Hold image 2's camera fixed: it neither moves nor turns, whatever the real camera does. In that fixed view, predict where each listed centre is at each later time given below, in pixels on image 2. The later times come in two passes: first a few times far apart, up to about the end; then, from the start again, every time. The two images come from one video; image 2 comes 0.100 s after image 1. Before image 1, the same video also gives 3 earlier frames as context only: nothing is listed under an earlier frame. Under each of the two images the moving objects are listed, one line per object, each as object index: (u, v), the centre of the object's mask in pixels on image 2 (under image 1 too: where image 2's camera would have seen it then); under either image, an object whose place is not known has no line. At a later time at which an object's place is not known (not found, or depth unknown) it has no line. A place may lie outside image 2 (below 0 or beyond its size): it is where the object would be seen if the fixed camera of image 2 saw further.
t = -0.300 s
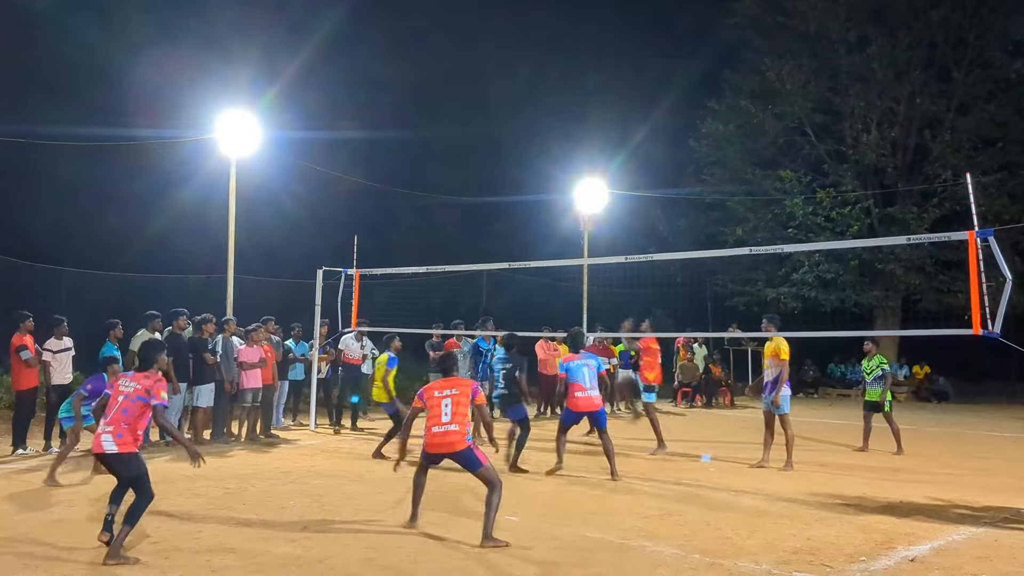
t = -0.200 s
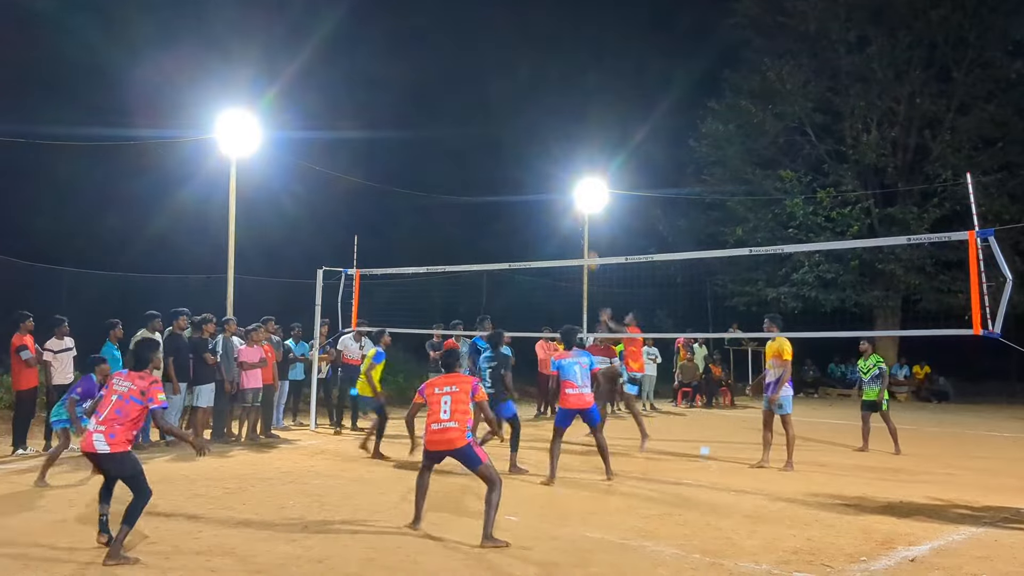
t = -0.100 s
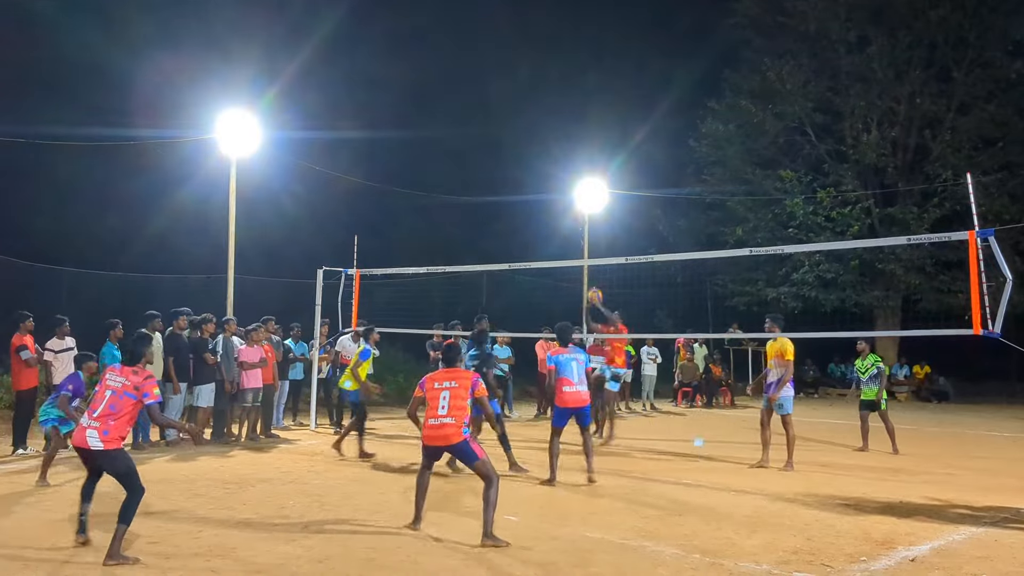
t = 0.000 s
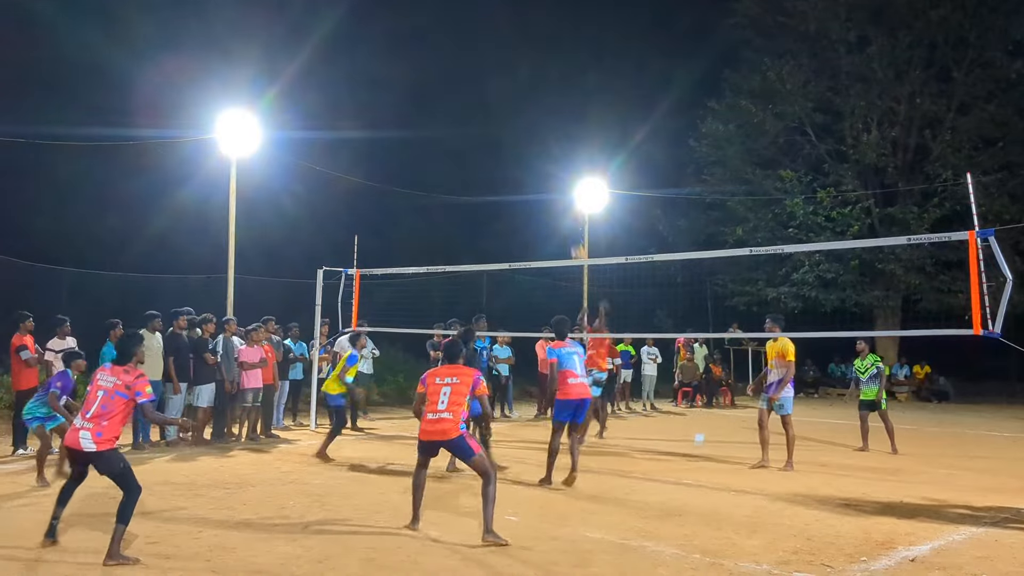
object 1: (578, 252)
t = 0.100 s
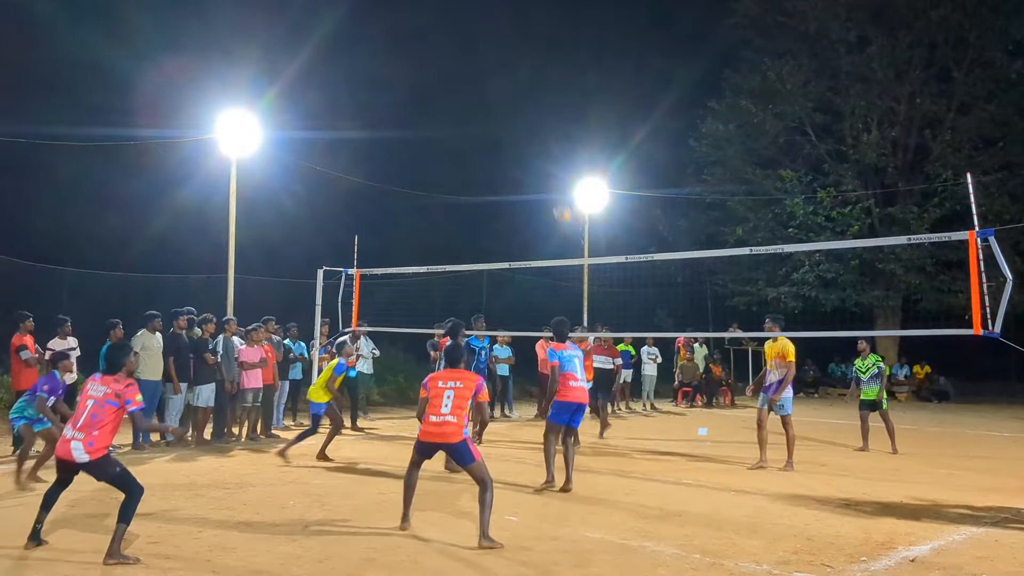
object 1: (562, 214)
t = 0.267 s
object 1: (529, 156)
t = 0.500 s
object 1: (471, 103)
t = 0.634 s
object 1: (431, 91)
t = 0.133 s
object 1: (556, 201)
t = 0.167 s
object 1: (549, 189)
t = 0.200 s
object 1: (543, 178)
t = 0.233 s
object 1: (536, 166)
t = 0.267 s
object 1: (529, 156)
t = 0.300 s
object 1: (521, 146)
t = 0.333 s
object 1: (514, 138)
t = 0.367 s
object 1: (505, 129)
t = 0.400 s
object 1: (498, 122)
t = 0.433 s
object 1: (489, 115)
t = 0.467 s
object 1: (480, 108)
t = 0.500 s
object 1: (471, 103)
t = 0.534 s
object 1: (462, 99)
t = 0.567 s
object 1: (452, 95)
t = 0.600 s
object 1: (442, 92)
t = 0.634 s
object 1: (431, 91)
